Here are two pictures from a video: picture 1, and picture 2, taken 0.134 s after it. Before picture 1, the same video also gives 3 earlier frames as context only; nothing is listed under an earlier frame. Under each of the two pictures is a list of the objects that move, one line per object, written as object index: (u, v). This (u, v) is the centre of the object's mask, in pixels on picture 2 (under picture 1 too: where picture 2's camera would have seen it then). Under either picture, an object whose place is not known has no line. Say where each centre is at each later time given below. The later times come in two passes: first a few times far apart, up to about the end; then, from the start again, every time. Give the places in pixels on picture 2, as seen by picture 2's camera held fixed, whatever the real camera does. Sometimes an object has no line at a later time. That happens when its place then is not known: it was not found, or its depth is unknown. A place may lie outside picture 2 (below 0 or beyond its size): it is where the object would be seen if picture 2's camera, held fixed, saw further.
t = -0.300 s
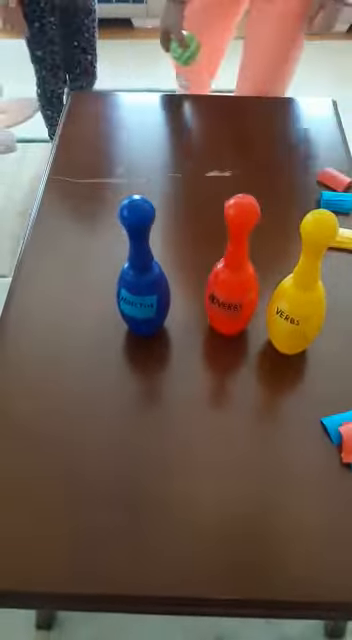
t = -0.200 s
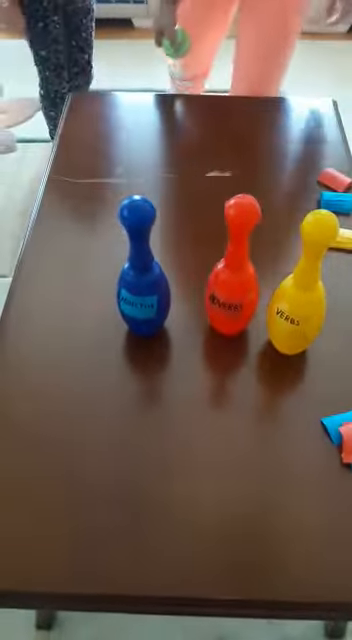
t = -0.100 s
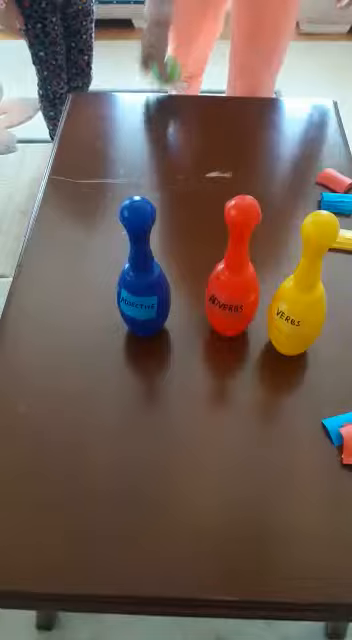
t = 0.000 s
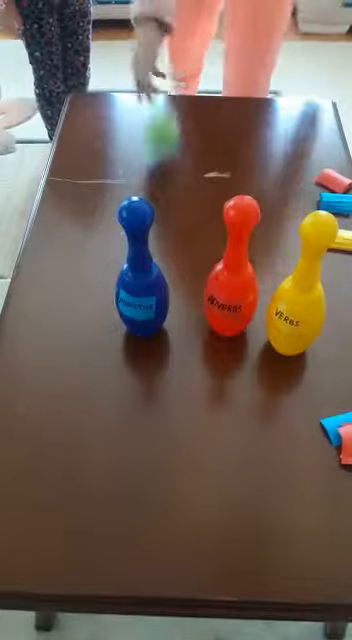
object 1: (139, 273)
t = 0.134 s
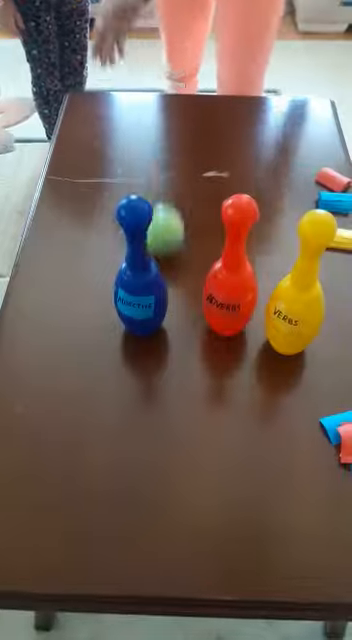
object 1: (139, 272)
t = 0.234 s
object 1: (135, 278)
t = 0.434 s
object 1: (121, 305)
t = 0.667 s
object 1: (104, 361)
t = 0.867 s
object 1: (91, 431)
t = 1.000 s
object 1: (90, 459)
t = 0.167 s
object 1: (139, 272)
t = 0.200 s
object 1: (138, 274)
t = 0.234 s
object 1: (135, 278)
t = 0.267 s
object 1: (133, 282)
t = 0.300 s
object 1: (130, 287)
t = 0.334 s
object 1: (128, 292)
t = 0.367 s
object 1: (125, 297)
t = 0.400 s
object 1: (123, 302)
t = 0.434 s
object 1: (121, 305)
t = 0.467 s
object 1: (119, 308)
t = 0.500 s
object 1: (117, 313)
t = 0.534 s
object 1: (116, 318)
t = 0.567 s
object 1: (113, 325)
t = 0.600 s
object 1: (110, 334)
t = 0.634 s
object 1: (107, 345)
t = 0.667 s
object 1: (104, 361)
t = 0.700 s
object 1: (103, 380)
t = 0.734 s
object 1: (103, 401)
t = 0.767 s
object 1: (101, 409)
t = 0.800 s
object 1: (98, 413)
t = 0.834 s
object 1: (93, 424)
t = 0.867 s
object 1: (91, 431)
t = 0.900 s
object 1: (89, 444)
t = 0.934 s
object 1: (91, 449)
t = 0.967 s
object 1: (89, 455)
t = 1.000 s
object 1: (90, 459)
